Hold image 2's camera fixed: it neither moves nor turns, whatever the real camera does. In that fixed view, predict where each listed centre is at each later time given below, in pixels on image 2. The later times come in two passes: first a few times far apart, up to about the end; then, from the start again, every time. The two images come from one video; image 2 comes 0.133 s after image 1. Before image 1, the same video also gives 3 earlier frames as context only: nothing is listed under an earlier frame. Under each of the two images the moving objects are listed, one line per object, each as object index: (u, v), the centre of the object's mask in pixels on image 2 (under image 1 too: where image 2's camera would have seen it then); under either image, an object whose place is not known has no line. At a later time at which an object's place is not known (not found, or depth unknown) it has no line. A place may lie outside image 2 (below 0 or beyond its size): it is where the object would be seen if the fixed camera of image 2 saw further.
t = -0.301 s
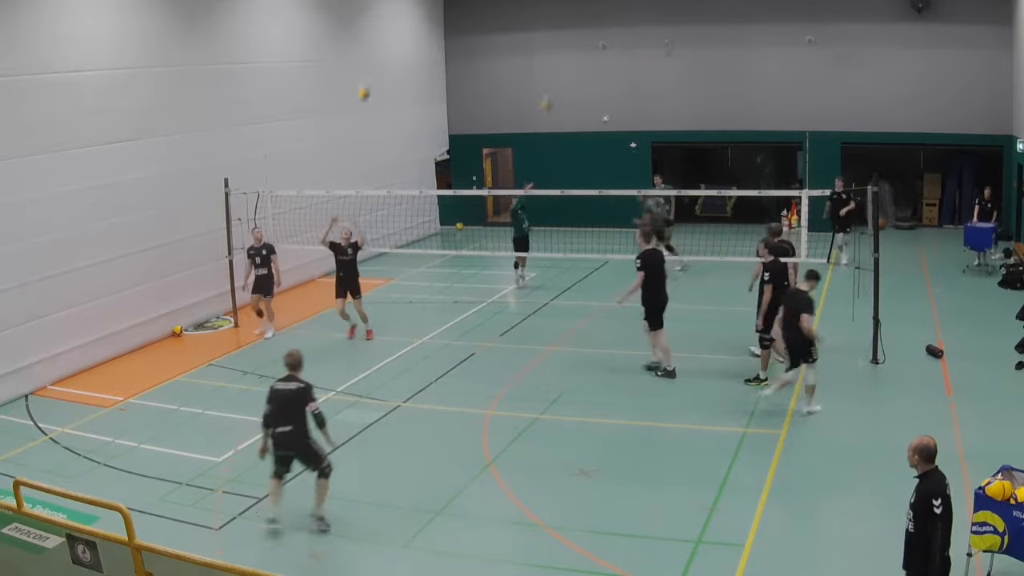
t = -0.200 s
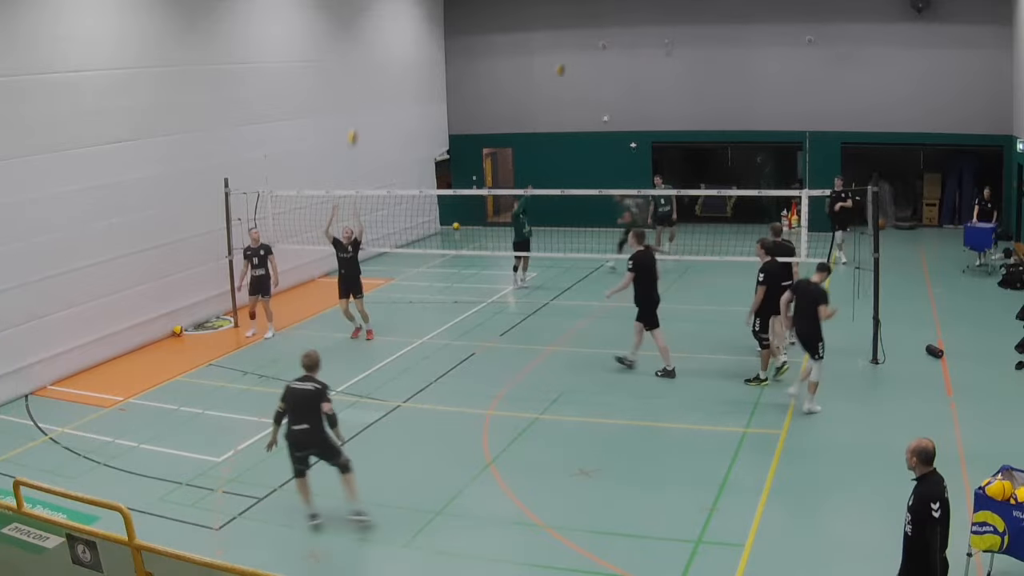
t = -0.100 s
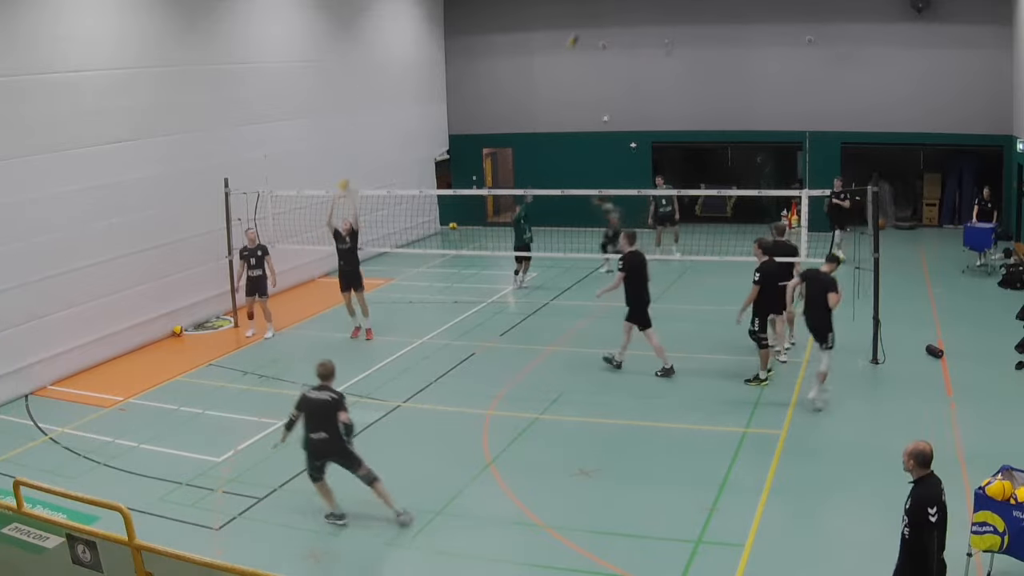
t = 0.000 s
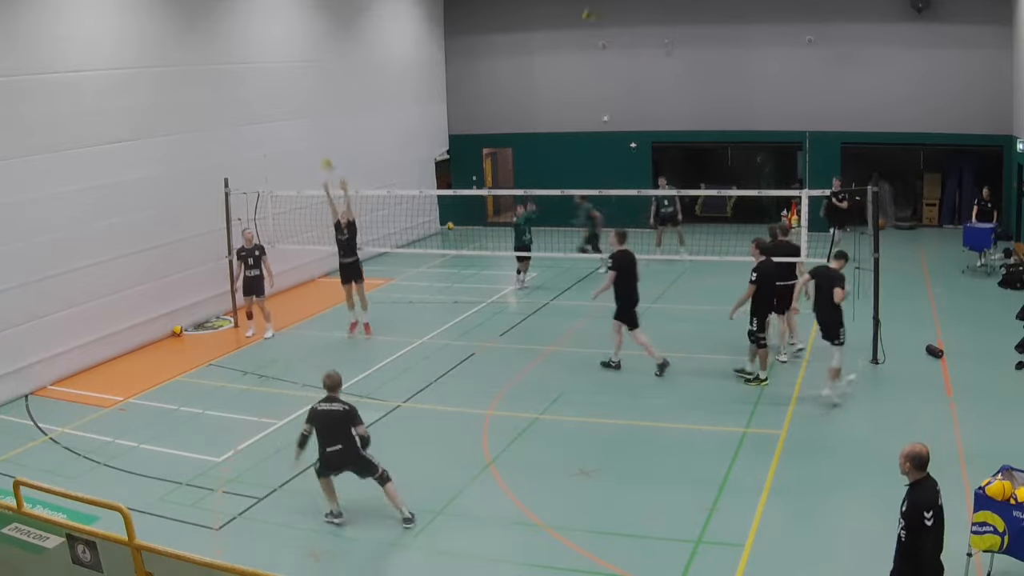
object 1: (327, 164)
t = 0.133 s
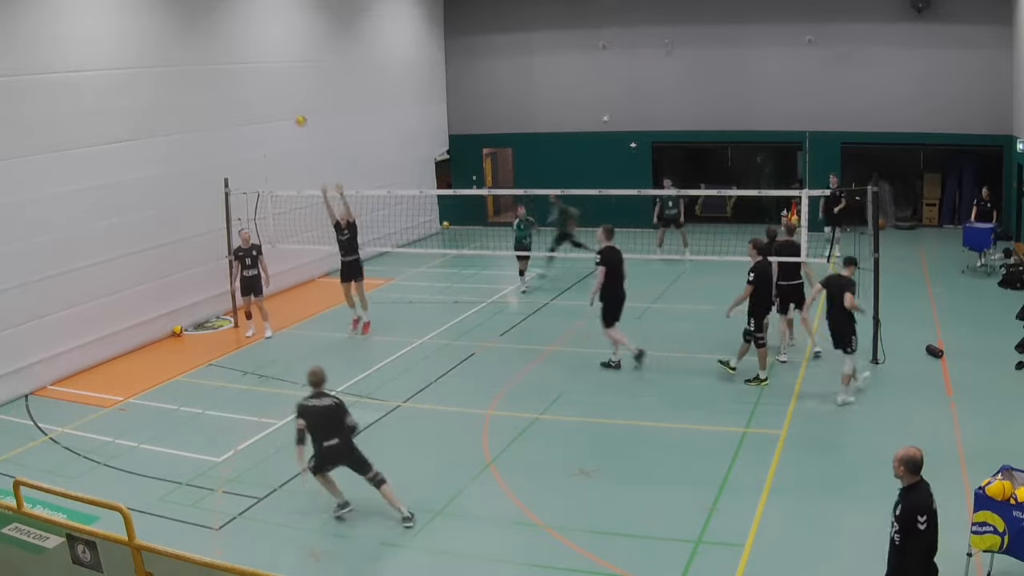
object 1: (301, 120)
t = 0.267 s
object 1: (274, 85)
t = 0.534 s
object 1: (224, 51)
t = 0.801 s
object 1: (171, 68)
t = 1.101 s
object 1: (111, 157)
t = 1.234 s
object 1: (88, 220)
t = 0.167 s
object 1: (295, 110)
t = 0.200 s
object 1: (288, 101)
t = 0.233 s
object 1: (280, 93)
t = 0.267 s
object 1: (274, 85)
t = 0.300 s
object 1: (267, 77)
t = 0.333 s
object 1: (261, 72)
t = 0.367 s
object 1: (256, 67)
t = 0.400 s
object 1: (249, 62)
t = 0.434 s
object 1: (243, 58)
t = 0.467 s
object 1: (237, 55)
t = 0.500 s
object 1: (231, 52)
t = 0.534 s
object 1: (224, 51)
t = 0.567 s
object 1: (218, 50)
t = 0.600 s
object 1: (211, 50)
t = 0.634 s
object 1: (204, 52)
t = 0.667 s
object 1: (197, 54)
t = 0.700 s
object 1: (190, 57)
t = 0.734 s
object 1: (184, 59)
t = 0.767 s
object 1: (177, 64)
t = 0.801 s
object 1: (171, 68)
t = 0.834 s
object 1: (164, 74)
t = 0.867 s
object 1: (157, 82)
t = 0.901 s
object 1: (151, 90)
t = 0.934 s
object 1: (144, 97)
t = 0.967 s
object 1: (137, 108)
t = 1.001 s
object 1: (131, 117)
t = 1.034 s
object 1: (124, 129)
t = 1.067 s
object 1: (118, 141)
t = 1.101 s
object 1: (111, 157)
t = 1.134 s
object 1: (105, 170)
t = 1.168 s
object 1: (99, 187)
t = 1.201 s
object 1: (94, 203)
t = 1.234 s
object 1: (88, 220)
